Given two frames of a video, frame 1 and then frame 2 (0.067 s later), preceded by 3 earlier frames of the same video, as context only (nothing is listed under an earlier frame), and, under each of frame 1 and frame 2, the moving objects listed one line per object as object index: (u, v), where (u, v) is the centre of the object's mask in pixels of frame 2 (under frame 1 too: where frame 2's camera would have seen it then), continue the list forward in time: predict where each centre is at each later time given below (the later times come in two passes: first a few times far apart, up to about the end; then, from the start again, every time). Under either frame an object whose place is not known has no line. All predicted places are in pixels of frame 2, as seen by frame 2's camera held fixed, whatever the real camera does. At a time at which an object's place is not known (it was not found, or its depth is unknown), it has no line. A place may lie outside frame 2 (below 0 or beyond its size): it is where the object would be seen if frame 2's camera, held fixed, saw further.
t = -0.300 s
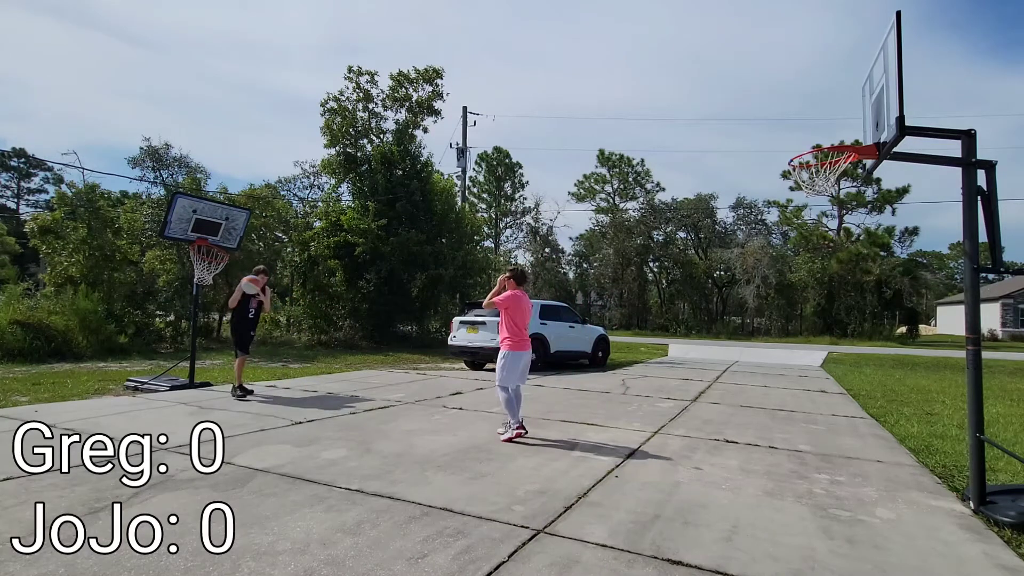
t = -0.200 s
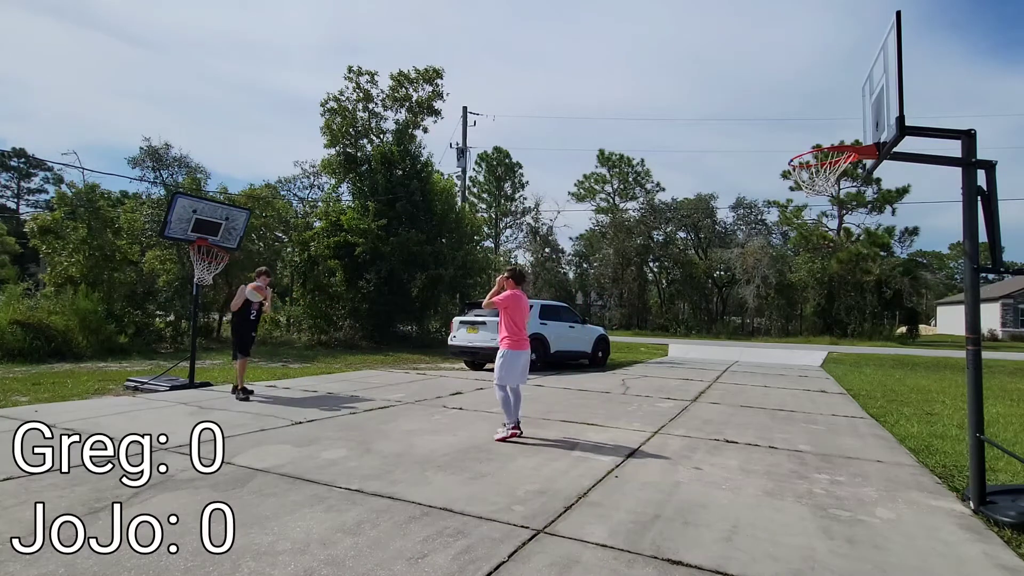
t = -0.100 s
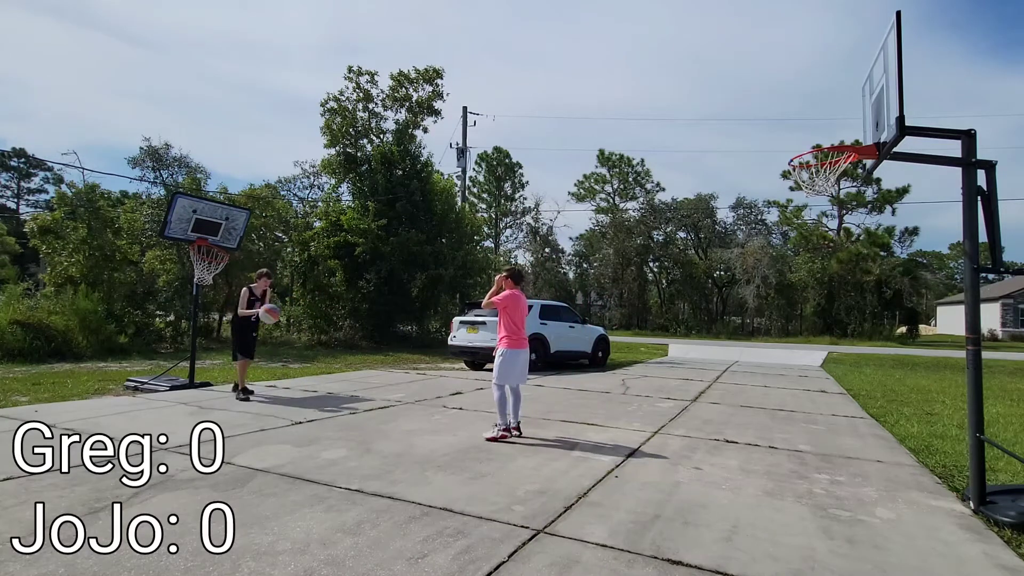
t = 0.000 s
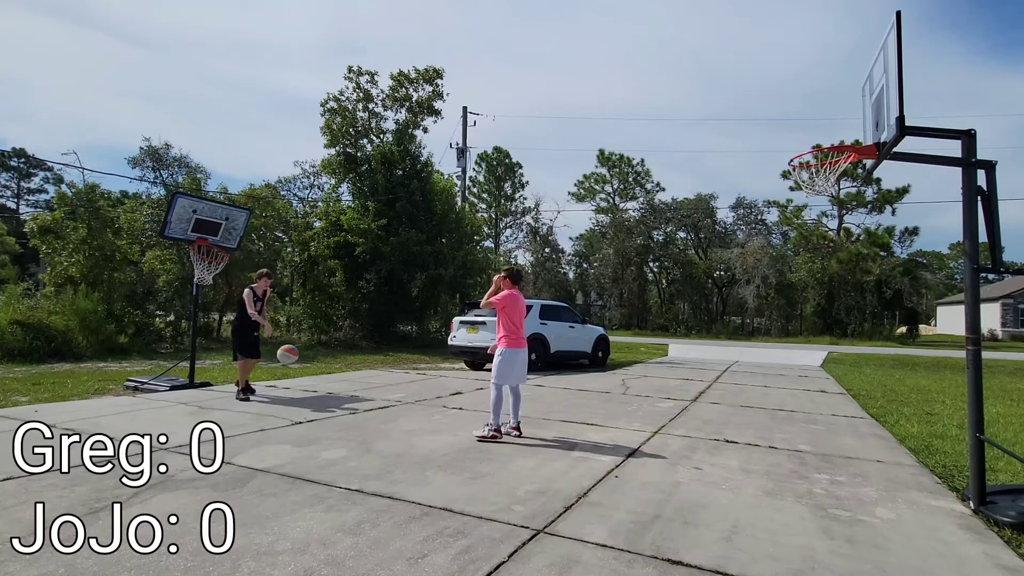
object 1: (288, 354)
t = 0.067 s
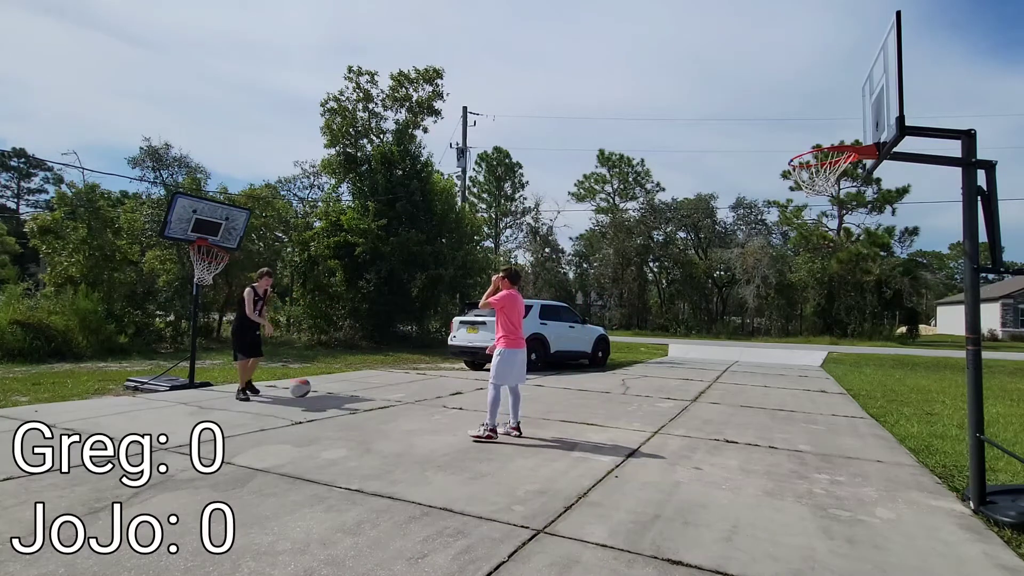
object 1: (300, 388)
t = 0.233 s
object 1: (324, 348)
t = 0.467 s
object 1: (355, 293)
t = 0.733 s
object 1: (387, 285)
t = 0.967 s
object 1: (412, 327)
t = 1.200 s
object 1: (434, 411)
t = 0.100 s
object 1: (305, 400)
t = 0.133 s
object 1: (311, 386)
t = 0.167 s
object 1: (315, 372)
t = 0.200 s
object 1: (320, 359)
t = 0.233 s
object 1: (324, 348)
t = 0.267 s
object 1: (329, 338)
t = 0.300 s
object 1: (333, 328)
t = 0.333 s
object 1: (338, 319)
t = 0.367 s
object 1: (342, 311)
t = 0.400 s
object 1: (347, 304)
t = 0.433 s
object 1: (351, 298)
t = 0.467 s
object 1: (355, 293)
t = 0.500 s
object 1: (359, 289)
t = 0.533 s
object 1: (364, 285)
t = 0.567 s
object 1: (368, 283)
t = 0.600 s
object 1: (372, 281)
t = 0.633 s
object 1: (375, 281)
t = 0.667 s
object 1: (379, 281)
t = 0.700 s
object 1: (383, 282)
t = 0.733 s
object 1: (387, 285)
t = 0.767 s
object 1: (391, 288)
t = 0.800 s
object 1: (394, 292)
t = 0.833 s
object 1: (398, 297)
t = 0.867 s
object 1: (402, 303)
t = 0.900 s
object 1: (405, 310)
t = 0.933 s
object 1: (409, 318)
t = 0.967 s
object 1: (412, 327)
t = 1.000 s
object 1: (415, 337)
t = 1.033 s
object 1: (418, 347)
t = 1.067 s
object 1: (422, 359)
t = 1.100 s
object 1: (425, 372)
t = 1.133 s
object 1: (428, 386)
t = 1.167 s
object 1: (431, 401)
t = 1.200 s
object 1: (434, 411)
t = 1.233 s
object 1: (438, 398)
